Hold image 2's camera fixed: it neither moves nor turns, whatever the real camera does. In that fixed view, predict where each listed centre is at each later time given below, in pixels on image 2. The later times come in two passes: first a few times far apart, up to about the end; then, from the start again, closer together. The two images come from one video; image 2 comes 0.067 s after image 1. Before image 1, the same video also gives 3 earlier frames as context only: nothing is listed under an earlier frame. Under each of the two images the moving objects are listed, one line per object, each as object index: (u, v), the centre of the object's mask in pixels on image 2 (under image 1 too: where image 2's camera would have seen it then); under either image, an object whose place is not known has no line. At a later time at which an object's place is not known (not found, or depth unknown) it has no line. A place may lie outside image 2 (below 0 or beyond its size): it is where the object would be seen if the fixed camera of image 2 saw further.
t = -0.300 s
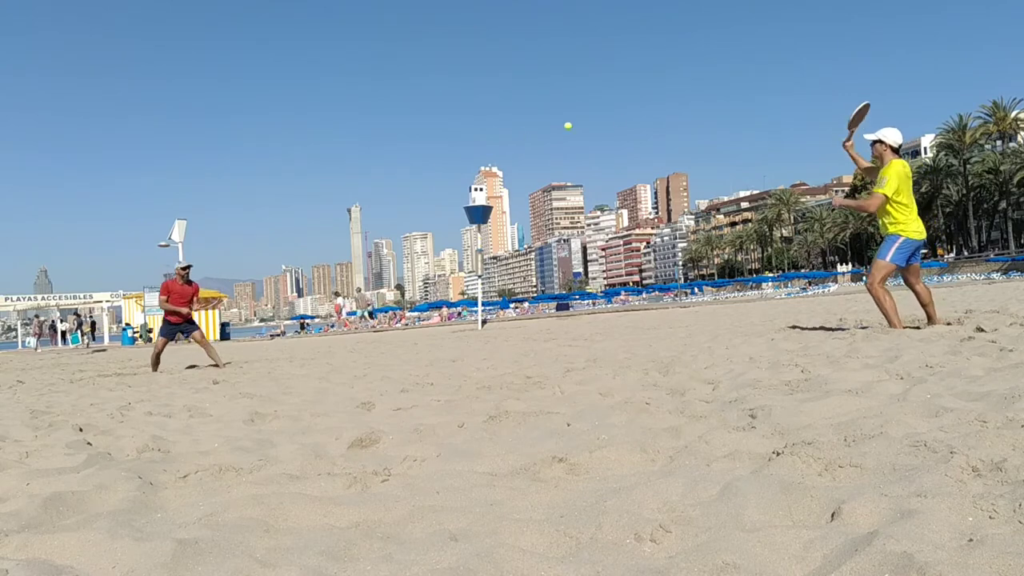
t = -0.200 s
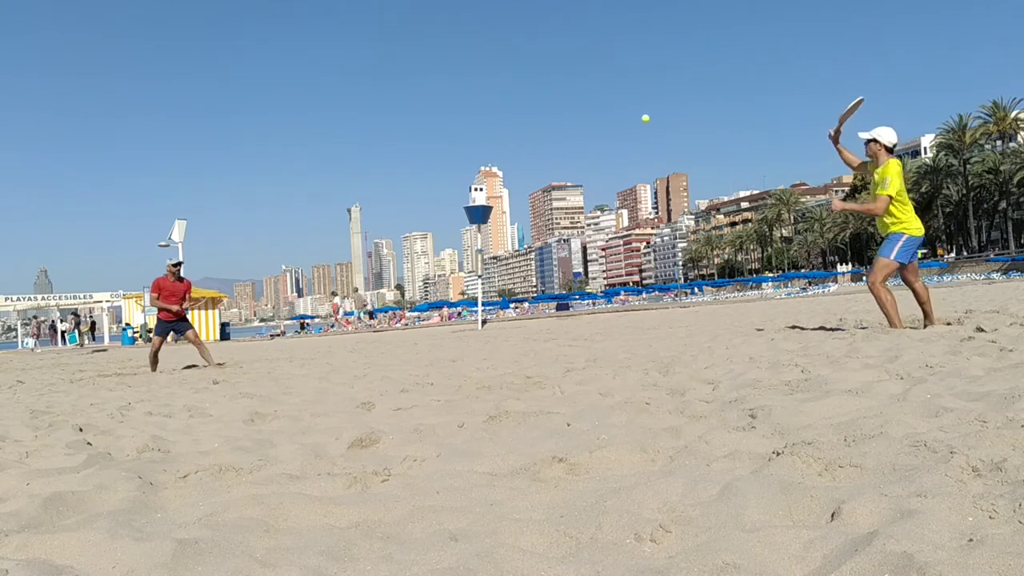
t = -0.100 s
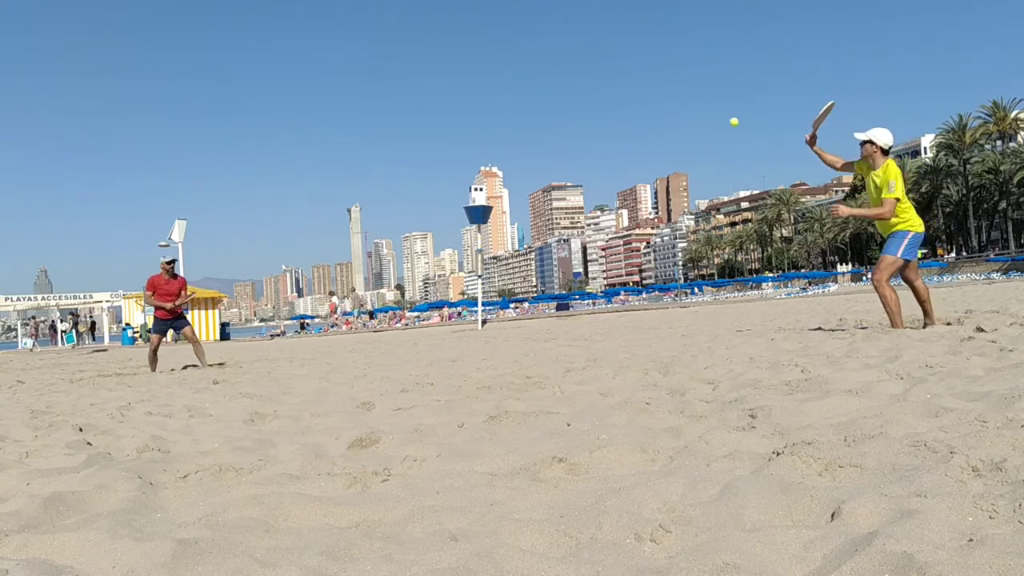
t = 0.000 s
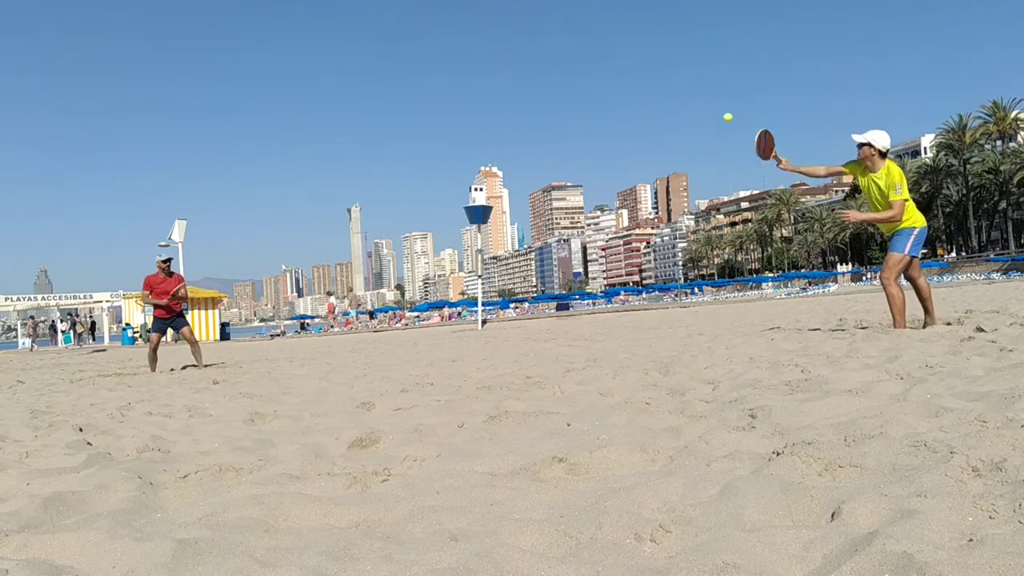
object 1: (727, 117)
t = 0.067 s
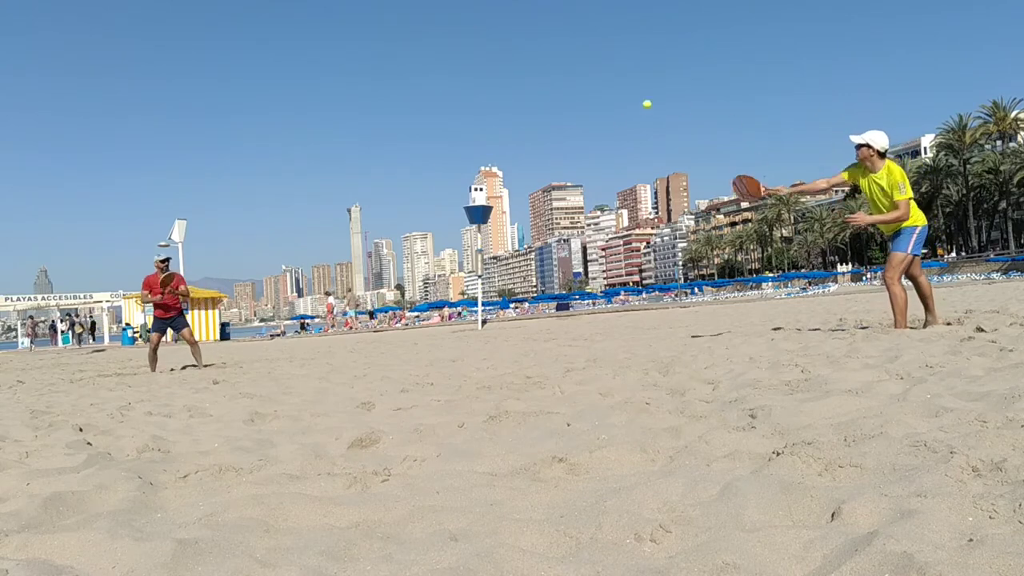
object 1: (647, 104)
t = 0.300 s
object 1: (420, 98)
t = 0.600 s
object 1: (211, 156)
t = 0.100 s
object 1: (609, 100)
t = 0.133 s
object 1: (574, 96)
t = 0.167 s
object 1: (540, 95)
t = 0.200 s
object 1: (508, 94)
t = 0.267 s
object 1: (448, 96)
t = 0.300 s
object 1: (420, 98)
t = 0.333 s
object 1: (392, 101)
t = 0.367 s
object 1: (366, 105)
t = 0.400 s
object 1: (342, 110)
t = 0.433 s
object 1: (318, 116)
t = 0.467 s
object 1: (295, 122)
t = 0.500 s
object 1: (273, 129)
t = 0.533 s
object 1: (252, 137)
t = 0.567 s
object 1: (231, 146)
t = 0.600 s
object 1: (211, 156)
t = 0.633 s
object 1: (192, 165)
